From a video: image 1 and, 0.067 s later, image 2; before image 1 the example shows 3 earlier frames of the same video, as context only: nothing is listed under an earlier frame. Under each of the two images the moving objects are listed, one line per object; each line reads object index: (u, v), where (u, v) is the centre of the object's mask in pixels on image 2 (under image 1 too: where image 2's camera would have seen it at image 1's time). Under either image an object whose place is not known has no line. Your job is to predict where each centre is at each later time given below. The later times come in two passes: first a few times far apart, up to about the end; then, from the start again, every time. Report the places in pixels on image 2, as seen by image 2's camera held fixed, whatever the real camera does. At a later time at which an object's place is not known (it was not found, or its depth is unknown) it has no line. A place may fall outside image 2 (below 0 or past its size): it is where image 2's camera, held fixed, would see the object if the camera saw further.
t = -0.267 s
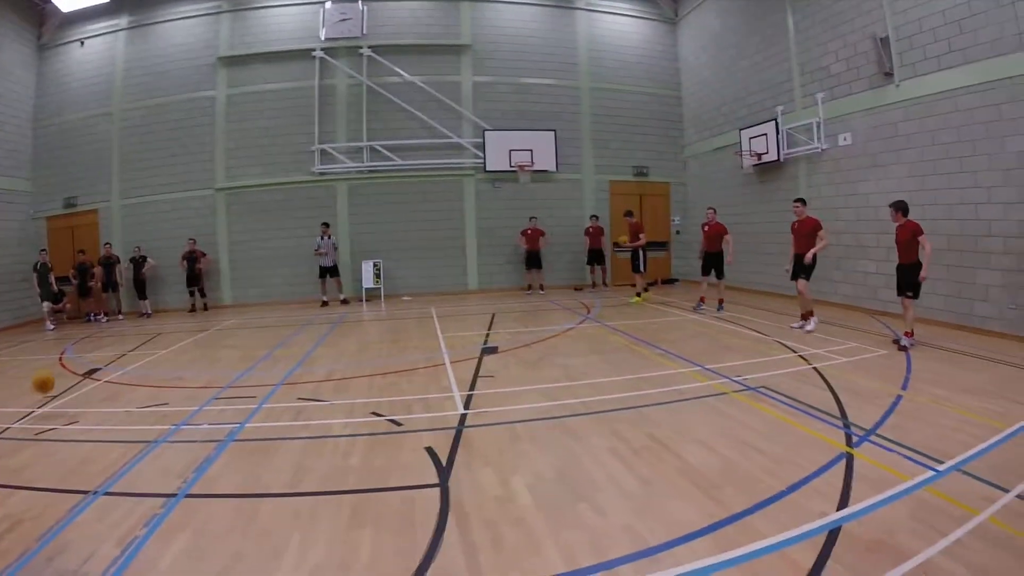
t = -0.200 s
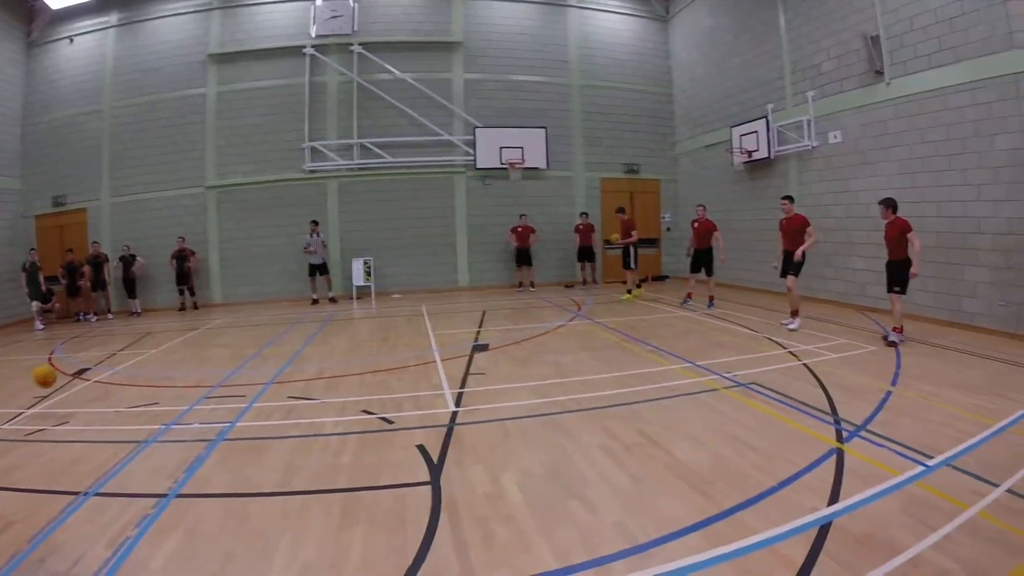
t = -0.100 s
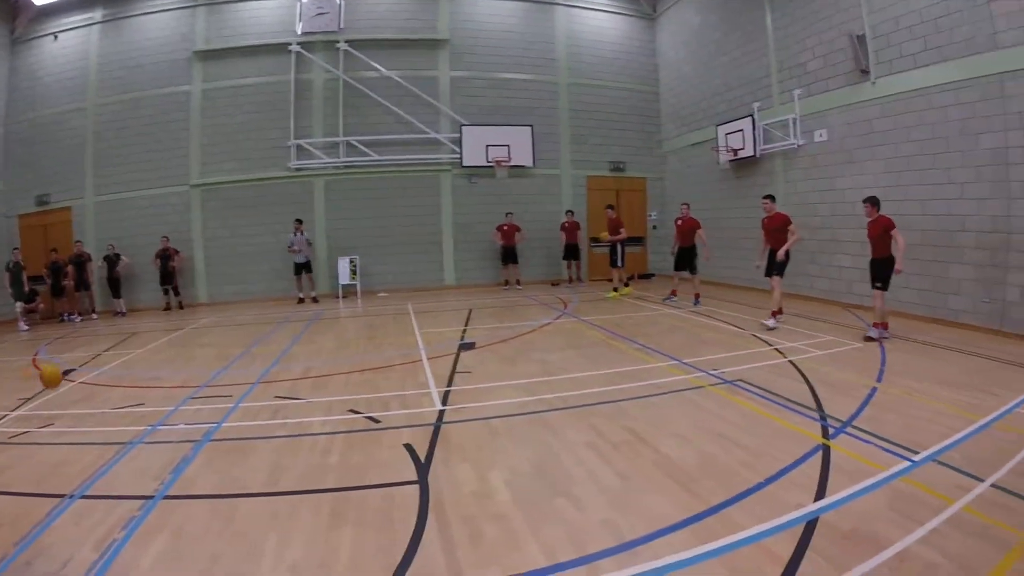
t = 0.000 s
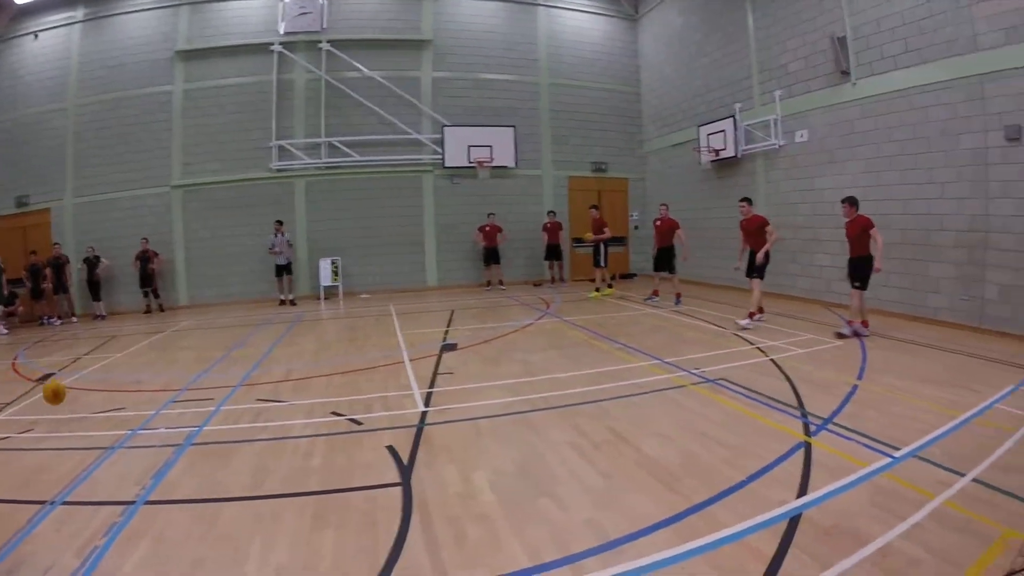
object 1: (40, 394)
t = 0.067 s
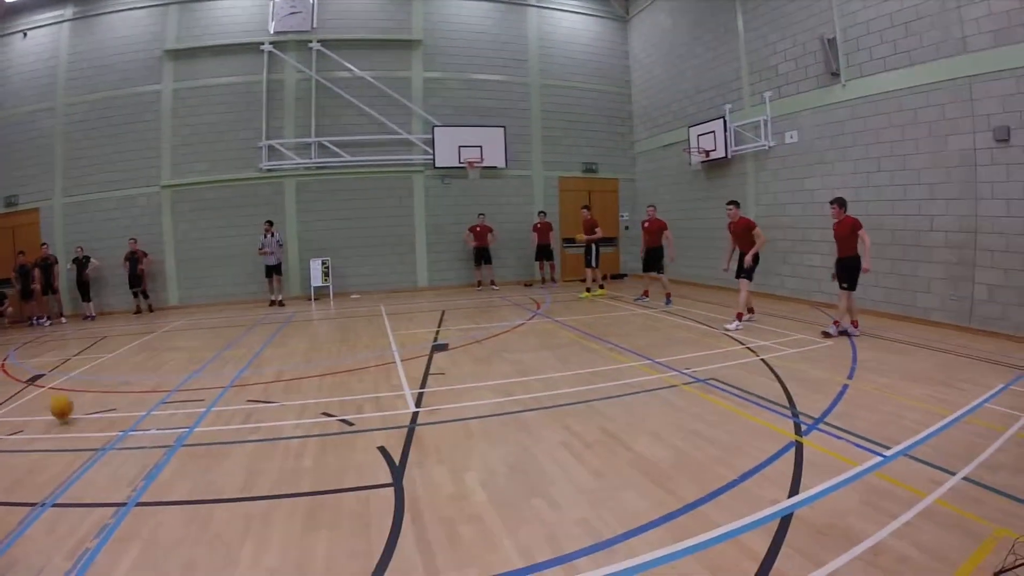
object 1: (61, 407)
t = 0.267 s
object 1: (103, 386)
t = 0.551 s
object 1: (172, 393)
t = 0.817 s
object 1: (233, 388)
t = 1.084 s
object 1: (290, 375)
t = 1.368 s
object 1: (347, 370)
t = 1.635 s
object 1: (397, 366)
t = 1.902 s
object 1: (442, 361)
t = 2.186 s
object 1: (485, 354)
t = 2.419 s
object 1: (517, 349)
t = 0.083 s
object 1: (67, 412)
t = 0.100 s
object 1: (71, 411)
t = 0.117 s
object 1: (73, 407)
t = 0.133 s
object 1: (76, 403)
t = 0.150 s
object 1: (80, 400)
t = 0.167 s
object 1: (83, 397)
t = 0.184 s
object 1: (87, 395)
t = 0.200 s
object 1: (90, 392)
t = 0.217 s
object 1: (94, 390)
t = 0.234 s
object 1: (96, 388)
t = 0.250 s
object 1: (100, 387)
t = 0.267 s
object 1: (103, 386)
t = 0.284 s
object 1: (107, 386)
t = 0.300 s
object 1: (111, 385)
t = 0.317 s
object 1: (115, 385)
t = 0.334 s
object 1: (118, 385)
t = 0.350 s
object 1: (123, 385)
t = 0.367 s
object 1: (127, 385)
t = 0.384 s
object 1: (131, 387)
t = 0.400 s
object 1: (135, 388)
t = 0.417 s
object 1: (140, 390)
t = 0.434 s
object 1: (144, 393)
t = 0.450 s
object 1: (149, 395)
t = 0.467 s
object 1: (154, 398)
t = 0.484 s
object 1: (159, 402)
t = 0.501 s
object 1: (162, 401)
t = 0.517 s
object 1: (166, 399)
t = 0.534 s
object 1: (169, 396)
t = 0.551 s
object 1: (172, 393)
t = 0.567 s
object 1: (176, 390)
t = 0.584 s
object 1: (179, 388)
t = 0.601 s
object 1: (182, 386)
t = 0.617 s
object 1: (186, 384)
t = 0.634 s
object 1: (189, 383)
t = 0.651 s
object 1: (192, 382)
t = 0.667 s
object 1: (197, 382)
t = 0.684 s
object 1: (200, 380)
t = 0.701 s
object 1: (204, 381)
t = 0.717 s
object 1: (208, 381)
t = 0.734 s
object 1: (213, 380)
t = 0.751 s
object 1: (216, 381)
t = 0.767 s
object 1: (220, 382)
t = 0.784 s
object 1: (225, 384)
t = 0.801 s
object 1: (229, 386)
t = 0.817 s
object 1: (233, 388)
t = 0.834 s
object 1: (238, 392)
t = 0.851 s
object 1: (242, 393)
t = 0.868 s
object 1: (245, 392)
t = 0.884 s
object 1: (248, 388)
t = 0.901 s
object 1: (252, 386)
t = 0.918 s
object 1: (254, 384)
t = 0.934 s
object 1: (258, 380)
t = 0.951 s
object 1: (261, 377)
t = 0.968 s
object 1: (265, 376)
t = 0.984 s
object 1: (268, 376)
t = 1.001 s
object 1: (272, 375)
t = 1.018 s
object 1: (275, 374)
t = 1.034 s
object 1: (278, 373)
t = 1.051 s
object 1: (282, 374)
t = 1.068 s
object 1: (285, 374)
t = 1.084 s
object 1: (290, 375)
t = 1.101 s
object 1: (294, 376)
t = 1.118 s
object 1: (297, 378)
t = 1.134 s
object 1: (301, 380)
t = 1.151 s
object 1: (304, 382)
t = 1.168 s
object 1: (309, 384)
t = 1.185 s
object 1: (312, 383)
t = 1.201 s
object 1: (315, 381)
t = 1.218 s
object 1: (317, 378)
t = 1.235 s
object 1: (321, 376)
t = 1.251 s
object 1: (324, 373)
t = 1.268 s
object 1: (328, 372)
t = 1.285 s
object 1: (331, 371)
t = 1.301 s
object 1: (333, 370)
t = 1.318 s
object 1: (336, 370)
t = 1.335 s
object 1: (339, 369)
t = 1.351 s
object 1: (343, 369)
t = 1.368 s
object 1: (347, 370)
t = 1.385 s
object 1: (350, 370)
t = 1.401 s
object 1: (353, 372)
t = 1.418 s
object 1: (357, 373)
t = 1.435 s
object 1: (360, 375)
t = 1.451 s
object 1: (364, 375)
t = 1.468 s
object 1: (367, 373)
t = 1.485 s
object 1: (370, 372)
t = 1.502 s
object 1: (373, 370)
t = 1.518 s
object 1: (376, 369)
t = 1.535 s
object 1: (379, 368)
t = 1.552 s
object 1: (381, 366)
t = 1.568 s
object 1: (385, 366)
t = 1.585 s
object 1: (387, 366)
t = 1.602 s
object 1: (391, 366)
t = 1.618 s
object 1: (393, 365)
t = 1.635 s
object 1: (397, 366)
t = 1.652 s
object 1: (399, 367)
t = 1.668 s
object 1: (403, 369)
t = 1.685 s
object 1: (405, 368)
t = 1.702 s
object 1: (409, 367)
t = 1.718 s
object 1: (411, 366)
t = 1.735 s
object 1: (413, 364)
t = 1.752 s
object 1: (416, 364)
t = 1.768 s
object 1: (420, 363)
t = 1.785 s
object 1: (423, 363)
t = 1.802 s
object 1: (426, 362)
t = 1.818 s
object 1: (429, 363)
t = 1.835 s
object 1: (430, 363)
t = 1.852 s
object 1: (435, 364)
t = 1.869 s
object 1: (437, 363)
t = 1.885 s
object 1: (440, 362)
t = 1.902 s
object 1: (442, 361)
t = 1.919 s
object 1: (444, 360)
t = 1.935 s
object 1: (447, 360)
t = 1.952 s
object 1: (450, 360)
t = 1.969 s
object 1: (452, 360)
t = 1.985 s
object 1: (455, 360)
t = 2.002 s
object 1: (457, 359)
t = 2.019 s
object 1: (460, 358)
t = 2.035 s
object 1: (463, 358)
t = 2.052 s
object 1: (465, 358)
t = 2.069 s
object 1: (468, 358)
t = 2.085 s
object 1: (471, 357)
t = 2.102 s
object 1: (472, 357)
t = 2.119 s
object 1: (476, 355)
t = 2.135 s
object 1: (479, 356)
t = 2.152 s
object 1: (480, 355)
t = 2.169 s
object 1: (483, 355)
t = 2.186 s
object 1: (485, 354)
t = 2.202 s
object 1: (487, 354)
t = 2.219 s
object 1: (490, 353)
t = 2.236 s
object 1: (492, 353)
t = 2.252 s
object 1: (495, 353)
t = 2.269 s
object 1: (497, 352)
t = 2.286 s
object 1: (499, 352)
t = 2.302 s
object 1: (501, 352)
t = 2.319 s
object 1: (504, 351)
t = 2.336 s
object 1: (506, 351)
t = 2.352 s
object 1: (508, 351)
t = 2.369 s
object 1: (509, 350)
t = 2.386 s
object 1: (512, 350)
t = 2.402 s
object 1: (514, 349)
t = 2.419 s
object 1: (517, 349)
